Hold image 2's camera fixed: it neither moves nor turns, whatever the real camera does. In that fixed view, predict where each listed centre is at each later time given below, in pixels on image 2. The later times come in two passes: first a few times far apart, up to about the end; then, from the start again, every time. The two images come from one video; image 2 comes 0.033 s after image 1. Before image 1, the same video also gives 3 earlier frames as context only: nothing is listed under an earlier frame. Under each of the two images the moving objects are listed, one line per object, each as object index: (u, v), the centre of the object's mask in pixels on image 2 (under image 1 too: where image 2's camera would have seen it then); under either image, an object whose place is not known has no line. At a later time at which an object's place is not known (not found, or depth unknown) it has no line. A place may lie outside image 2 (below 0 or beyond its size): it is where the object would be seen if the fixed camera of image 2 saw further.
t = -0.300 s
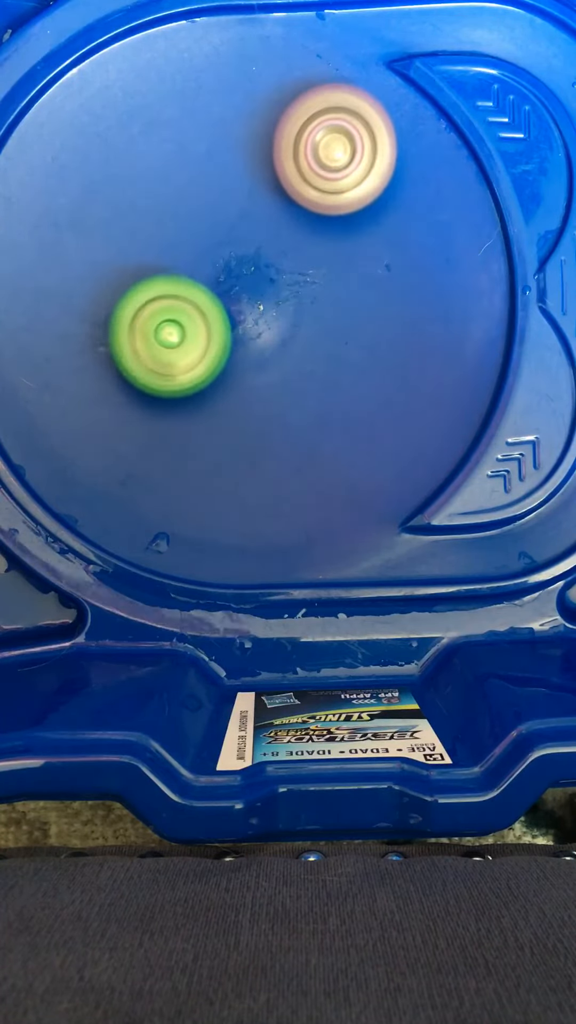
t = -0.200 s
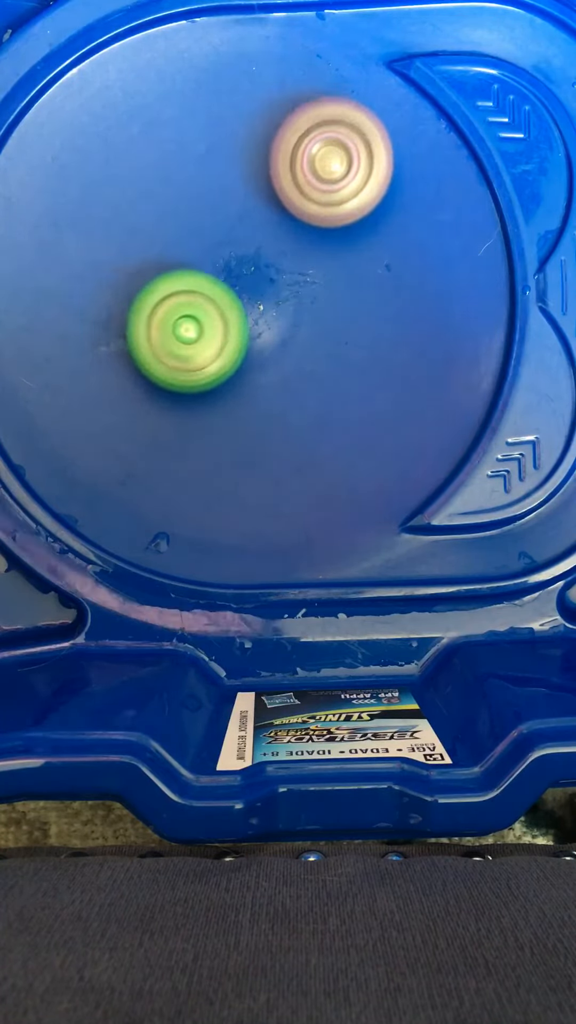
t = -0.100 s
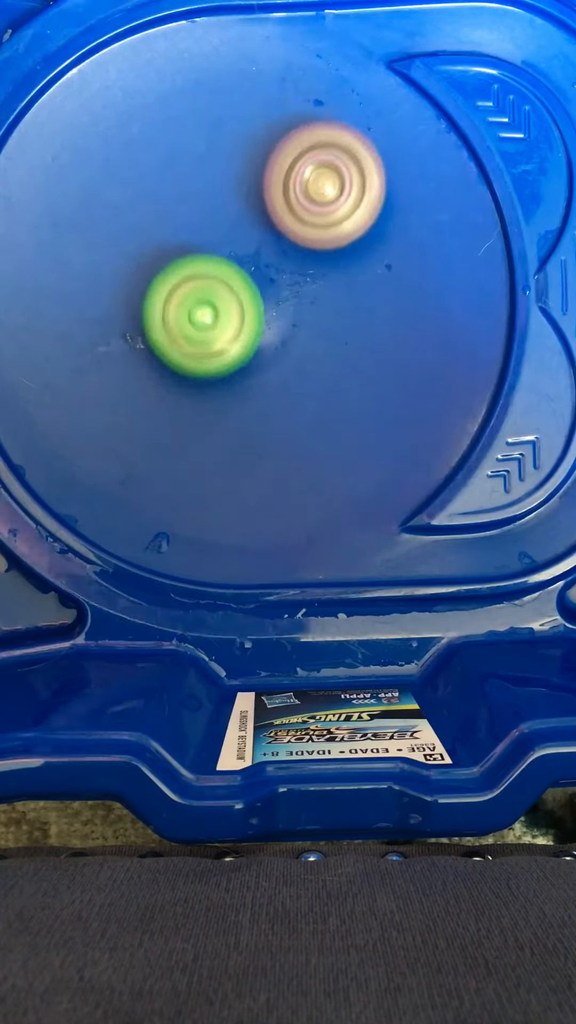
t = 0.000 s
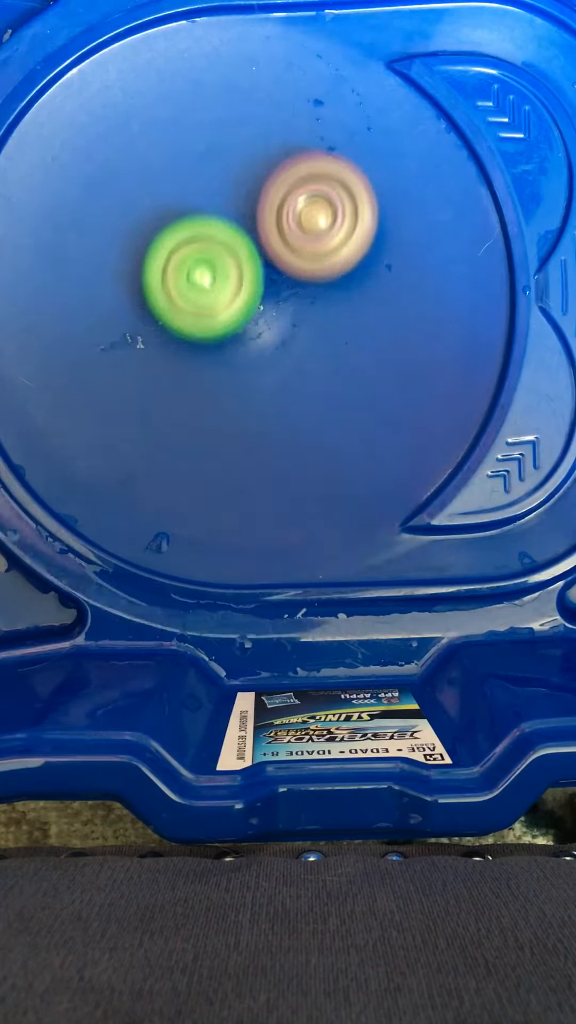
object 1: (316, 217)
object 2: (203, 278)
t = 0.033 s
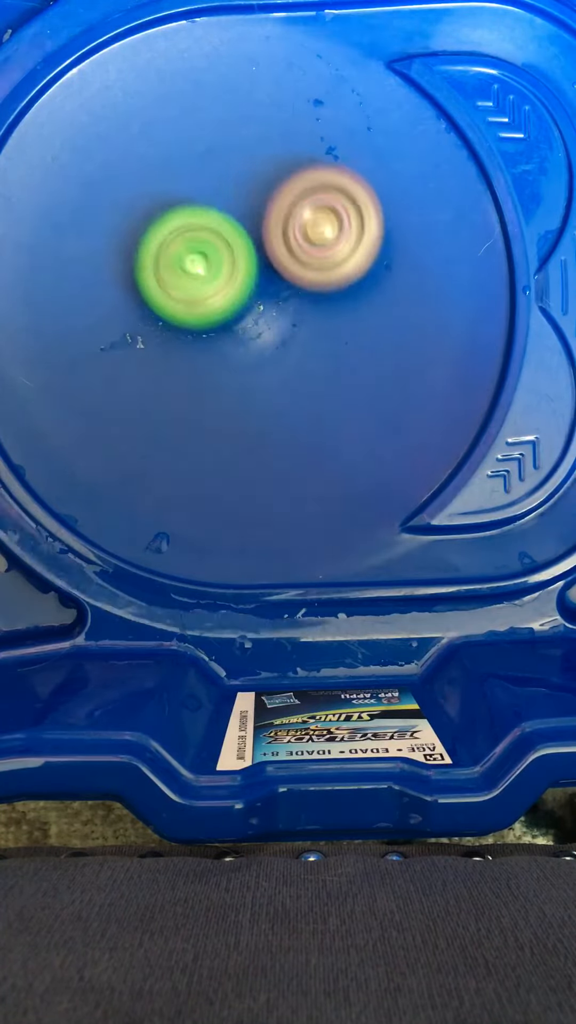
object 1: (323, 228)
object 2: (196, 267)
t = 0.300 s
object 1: (332, 326)
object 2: (172, 270)
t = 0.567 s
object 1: (314, 395)
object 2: (179, 283)
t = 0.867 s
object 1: (268, 418)
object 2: (193, 287)
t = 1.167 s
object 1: (202, 381)
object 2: (209, 257)
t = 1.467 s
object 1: (148, 335)
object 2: (223, 216)
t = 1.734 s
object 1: (128, 292)
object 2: (271, 202)
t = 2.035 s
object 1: (156, 259)
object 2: (311, 227)
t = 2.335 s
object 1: (152, 194)
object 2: (389, 339)
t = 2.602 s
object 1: (158, 203)
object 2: (375, 408)
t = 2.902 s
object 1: (237, 246)
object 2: (272, 395)
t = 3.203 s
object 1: (406, 120)
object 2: (101, 450)
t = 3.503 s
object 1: (399, 153)
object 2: (178, 387)
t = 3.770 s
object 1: (327, 248)
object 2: (274, 400)
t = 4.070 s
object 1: (211, 345)
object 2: (316, 468)
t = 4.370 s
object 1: (123, 317)
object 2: (273, 450)
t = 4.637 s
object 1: (131, 254)
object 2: (285, 364)
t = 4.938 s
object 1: (219, 231)
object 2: (369, 320)
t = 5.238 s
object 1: (303, 268)
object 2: (407, 365)
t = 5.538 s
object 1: (299, 243)
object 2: (322, 400)
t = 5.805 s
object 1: (280, 196)
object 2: (255, 369)
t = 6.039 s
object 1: (285, 168)
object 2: (194, 303)
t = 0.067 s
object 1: (326, 239)
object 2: (190, 260)
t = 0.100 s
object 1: (328, 251)
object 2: (186, 258)
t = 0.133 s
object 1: (330, 264)
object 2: (183, 259)
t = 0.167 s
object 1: (331, 276)
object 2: (180, 260)
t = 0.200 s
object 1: (332, 288)
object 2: (178, 262)
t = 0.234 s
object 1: (332, 301)
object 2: (176, 265)
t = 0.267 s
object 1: (332, 313)
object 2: (174, 267)
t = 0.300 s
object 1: (332, 326)
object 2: (172, 270)
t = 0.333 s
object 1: (331, 337)
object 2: (171, 273)
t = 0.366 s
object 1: (330, 348)
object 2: (170, 276)
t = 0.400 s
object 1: (328, 358)
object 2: (170, 278)
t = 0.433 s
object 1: (326, 367)
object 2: (170, 281)
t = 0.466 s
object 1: (324, 375)
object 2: (172, 282)
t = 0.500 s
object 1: (321, 383)
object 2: (175, 282)
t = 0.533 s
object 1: (318, 389)
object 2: (177, 282)
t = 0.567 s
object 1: (314, 395)
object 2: (179, 283)
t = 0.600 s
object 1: (310, 400)
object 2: (181, 284)
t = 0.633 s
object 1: (306, 405)
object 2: (183, 285)
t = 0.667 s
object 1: (302, 409)
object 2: (185, 286)
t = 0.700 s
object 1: (297, 413)
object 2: (188, 285)
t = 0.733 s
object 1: (292, 415)
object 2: (192, 285)
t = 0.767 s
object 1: (286, 417)
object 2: (192, 286)
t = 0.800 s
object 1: (280, 418)
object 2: (191, 288)
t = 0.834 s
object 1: (274, 418)
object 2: (191, 288)
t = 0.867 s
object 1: (268, 418)
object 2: (193, 287)
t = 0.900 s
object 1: (261, 416)
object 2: (195, 284)
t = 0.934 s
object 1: (255, 414)
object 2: (195, 285)
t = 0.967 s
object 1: (248, 411)
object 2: (195, 284)
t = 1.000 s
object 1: (241, 407)
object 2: (197, 281)
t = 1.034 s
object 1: (233, 403)
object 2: (198, 276)
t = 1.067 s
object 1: (225, 398)
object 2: (201, 270)
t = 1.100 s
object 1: (217, 393)
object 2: (204, 265)
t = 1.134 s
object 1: (209, 387)
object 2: (207, 261)
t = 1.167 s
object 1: (202, 381)
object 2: (209, 257)
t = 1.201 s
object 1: (192, 379)
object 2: (212, 247)
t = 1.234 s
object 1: (182, 376)
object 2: (214, 237)
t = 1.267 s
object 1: (175, 371)
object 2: (215, 232)
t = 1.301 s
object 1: (168, 366)
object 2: (217, 227)
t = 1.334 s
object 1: (163, 360)
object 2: (218, 223)
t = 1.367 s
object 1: (158, 354)
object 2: (219, 221)
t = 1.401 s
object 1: (154, 349)
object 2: (220, 219)
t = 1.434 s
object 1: (150, 342)
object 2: (222, 217)
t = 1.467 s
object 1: (148, 335)
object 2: (223, 216)
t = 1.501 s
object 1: (147, 329)
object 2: (225, 216)
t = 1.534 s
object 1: (147, 323)
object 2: (227, 216)
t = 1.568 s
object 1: (147, 315)
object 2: (230, 216)
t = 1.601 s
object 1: (143, 308)
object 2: (235, 215)
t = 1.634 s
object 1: (135, 304)
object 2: (250, 209)
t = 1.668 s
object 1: (132, 300)
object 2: (258, 207)
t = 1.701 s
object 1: (129, 296)
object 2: (265, 204)
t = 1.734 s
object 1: (128, 292)
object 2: (271, 202)
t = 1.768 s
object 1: (128, 287)
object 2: (277, 202)
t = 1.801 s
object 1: (129, 283)
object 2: (283, 202)
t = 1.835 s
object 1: (130, 279)
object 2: (289, 203)
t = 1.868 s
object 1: (132, 275)
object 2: (293, 205)
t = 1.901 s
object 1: (136, 271)
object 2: (298, 208)
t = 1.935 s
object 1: (140, 267)
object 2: (302, 211)
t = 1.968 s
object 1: (145, 265)
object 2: (305, 216)
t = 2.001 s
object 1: (150, 262)
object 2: (308, 221)
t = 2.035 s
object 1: (156, 259)
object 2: (311, 227)
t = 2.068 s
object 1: (164, 255)
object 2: (313, 233)
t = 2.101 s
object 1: (172, 252)
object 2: (315, 240)
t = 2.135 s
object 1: (181, 249)
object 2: (316, 247)
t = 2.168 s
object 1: (190, 246)
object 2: (316, 255)
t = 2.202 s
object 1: (183, 232)
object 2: (329, 270)
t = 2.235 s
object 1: (168, 213)
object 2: (356, 295)
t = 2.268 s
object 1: (160, 202)
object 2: (375, 314)
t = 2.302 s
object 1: (155, 198)
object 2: (383, 330)
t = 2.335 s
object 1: (152, 194)
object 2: (389, 339)
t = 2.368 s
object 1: (149, 193)
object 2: (394, 348)
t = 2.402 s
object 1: (147, 192)
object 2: (397, 358)
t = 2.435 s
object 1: (146, 191)
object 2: (398, 368)
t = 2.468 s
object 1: (146, 191)
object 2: (397, 377)
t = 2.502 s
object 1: (147, 193)
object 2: (394, 386)
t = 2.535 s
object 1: (150, 197)
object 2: (389, 394)
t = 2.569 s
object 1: (154, 199)
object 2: (383, 402)
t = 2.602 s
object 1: (158, 203)
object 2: (375, 408)
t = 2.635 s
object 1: (164, 208)
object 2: (366, 413)
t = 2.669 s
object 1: (170, 213)
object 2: (356, 416)
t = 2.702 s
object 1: (178, 218)
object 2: (345, 418)
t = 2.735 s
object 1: (186, 223)
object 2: (333, 418)
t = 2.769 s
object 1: (195, 228)
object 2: (321, 417)
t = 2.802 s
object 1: (204, 232)
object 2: (309, 414)
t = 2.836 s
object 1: (214, 237)
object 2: (297, 409)
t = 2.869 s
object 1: (224, 241)
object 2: (285, 403)
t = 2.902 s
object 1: (237, 246)
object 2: (272, 395)
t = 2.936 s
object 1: (247, 250)
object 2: (261, 387)
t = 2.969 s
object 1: (263, 249)
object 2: (249, 380)
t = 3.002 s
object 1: (303, 216)
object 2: (211, 409)
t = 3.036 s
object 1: (341, 185)
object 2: (175, 439)
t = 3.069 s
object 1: (367, 161)
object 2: (143, 458)
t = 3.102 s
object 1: (389, 144)
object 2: (118, 467)
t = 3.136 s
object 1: (399, 135)
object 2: (103, 466)
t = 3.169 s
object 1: (404, 126)
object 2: (99, 457)
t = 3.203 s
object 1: (406, 120)
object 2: (101, 450)
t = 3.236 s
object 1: (408, 117)
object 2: (104, 443)
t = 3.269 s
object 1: (410, 116)
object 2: (108, 435)
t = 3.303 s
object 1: (412, 116)
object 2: (115, 426)
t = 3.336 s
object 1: (413, 117)
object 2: (123, 417)
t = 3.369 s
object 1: (413, 121)
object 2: (133, 409)
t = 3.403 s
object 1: (411, 127)
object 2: (143, 401)
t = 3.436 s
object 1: (408, 133)
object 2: (154, 396)
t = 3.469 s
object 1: (404, 142)
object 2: (166, 391)
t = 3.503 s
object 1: (399, 153)
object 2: (178, 387)
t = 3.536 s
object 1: (394, 165)
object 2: (191, 384)
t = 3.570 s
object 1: (387, 178)
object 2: (203, 382)
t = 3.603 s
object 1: (379, 191)
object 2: (215, 382)
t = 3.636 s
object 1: (371, 203)
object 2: (229, 382)
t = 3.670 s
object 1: (362, 214)
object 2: (242, 385)
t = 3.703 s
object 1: (352, 225)
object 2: (253, 389)
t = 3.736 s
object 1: (340, 236)
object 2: (265, 394)
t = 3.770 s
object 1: (327, 248)
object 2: (274, 400)
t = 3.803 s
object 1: (315, 259)
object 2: (284, 407)
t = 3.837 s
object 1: (301, 270)
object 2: (293, 414)
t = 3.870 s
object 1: (287, 279)
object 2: (300, 421)
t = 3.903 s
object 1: (275, 288)
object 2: (307, 429)
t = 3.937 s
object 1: (266, 298)
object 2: (312, 437)
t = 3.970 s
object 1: (258, 311)
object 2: (315, 446)
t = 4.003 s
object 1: (242, 326)
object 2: (317, 454)
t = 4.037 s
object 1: (226, 339)
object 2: (317, 462)
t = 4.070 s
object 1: (211, 345)
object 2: (316, 468)
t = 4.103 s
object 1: (196, 346)
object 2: (313, 474)
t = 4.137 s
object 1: (184, 346)
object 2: (309, 478)
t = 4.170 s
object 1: (173, 345)
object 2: (303, 480)
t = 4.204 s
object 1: (164, 341)
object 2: (298, 480)
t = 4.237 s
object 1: (153, 336)
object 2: (292, 477)
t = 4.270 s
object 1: (143, 331)
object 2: (286, 472)
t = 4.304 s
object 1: (134, 326)
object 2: (281, 467)
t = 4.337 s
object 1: (127, 321)
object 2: (276, 459)
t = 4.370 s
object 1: (123, 317)
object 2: (273, 450)
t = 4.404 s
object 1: (120, 308)
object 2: (270, 440)
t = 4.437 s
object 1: (117, 300)
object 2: (269, 429)
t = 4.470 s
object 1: (116, 292)
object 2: (269, 418)
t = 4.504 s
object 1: (115, 283)
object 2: (270, 406)
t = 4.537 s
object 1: (116, 276)
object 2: (272, 396)
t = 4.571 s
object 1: (120, 270)
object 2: (276, 384)
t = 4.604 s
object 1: (125, 261)
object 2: (280, 374)
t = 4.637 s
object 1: (131, 254)
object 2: (285, 364)
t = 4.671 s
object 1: (137, 247)
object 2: (292, 354)
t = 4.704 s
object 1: (144, 242)
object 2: (300, 346)
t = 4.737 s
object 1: (153, 239)
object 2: (308, 339)
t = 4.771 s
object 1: (163, 235)
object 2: (318, 333)
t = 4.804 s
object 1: (174, 232)
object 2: (329, 328)
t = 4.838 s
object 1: (184, 229)
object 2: (339, 325)
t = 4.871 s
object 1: (194, 229)
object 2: (349, 323)
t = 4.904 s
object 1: (206, 230)
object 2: (359, 320)
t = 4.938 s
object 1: (219, 231)
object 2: (369, 320)
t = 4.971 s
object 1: (232, 232)
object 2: (379, 321)
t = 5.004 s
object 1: (243, 235)
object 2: (387, 323)
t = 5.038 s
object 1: (253, 239)
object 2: (394, 324)
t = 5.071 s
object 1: (265, 246)
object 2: (400, 329)
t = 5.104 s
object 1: (277, 253)
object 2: (404, 333)
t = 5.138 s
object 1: (289, 260)
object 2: (407, 337)
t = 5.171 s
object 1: (296, 266)
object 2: (407, 343)
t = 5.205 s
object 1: (303, 273)
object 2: (406, 348)
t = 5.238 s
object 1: (303, 268)
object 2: (407, 365)
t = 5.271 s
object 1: (303, 259)
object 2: (404, 378)
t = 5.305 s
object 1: (305, 249)
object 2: (394, 386)
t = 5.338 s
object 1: (304, 249)
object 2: (385, 386)
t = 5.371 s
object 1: (303, 255)
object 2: (377, 385)
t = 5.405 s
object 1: (303, 260)
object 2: (371, 385)
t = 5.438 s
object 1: (301, 263)
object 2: (362, 382)
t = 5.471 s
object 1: (297, 270)
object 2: (354, 378)
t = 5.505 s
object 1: (296, 260)
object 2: (343, 385)
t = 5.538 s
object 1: (299, 243)
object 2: (322, 400)
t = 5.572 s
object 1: (296, 234)
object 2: (301, 415)
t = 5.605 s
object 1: (294, 230)
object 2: (281, 420)
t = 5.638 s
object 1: (292, 222)
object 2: (269, 417)
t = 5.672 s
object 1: (288, 216)
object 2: (261, 414)
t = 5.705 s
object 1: (287, 212)
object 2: (259, 407)
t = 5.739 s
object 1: (285, 204)
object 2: (258, 397)
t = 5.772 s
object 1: (281, 200)
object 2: (255, 385)
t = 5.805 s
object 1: (280, 196)
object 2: (255, 369)
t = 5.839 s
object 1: (278, 190)
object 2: (253, 352)
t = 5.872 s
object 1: (275, 188)
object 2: (250, 336)
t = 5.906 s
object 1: (274, 185)
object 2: (247, 320)
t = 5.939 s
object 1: (271, 182)
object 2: (239, 305)
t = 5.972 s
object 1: (276, 176)
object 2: (223, 303)
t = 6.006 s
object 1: (285, 168)
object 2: (205, 303)
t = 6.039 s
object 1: (285, 168)
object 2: (194, 303)
